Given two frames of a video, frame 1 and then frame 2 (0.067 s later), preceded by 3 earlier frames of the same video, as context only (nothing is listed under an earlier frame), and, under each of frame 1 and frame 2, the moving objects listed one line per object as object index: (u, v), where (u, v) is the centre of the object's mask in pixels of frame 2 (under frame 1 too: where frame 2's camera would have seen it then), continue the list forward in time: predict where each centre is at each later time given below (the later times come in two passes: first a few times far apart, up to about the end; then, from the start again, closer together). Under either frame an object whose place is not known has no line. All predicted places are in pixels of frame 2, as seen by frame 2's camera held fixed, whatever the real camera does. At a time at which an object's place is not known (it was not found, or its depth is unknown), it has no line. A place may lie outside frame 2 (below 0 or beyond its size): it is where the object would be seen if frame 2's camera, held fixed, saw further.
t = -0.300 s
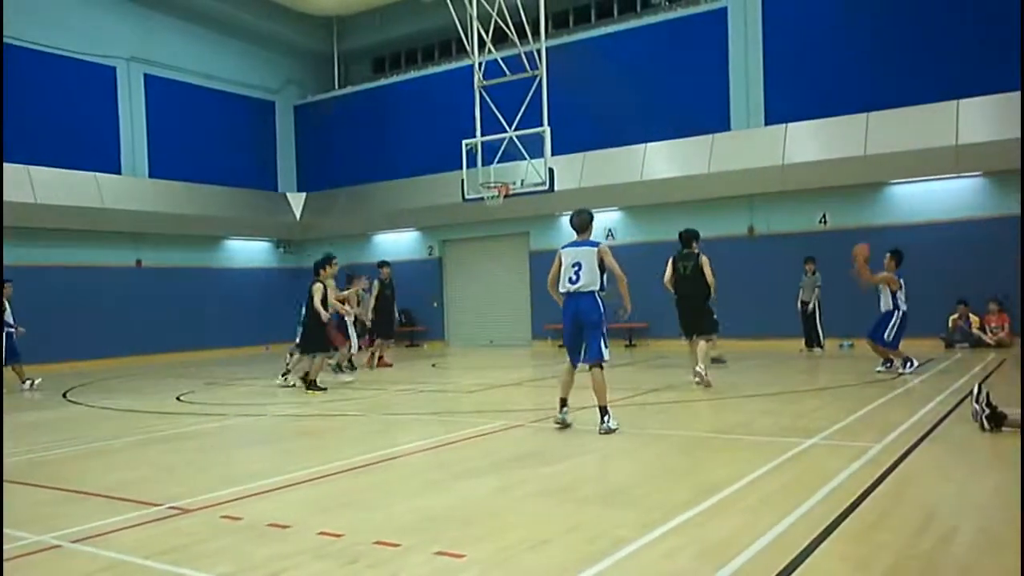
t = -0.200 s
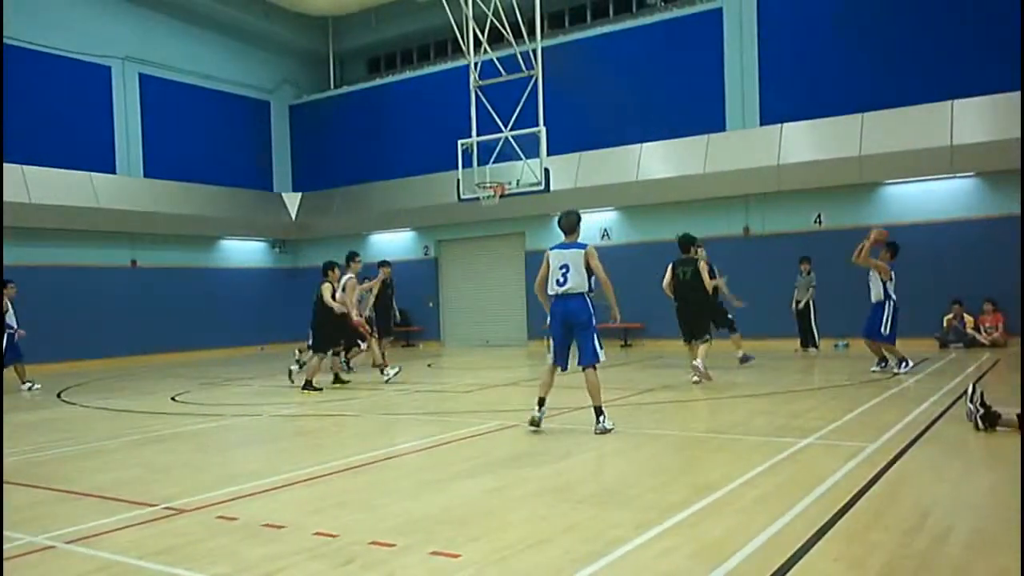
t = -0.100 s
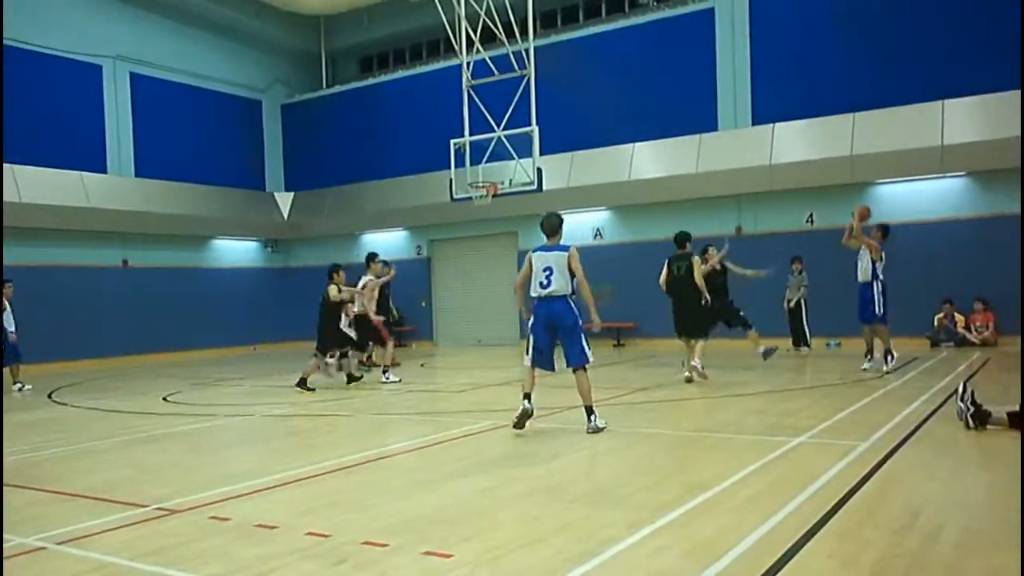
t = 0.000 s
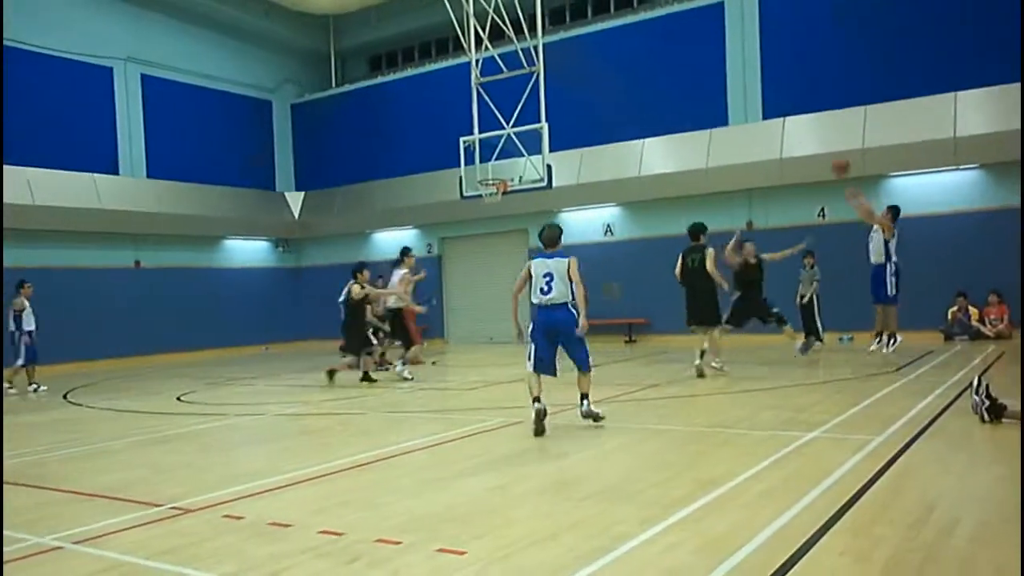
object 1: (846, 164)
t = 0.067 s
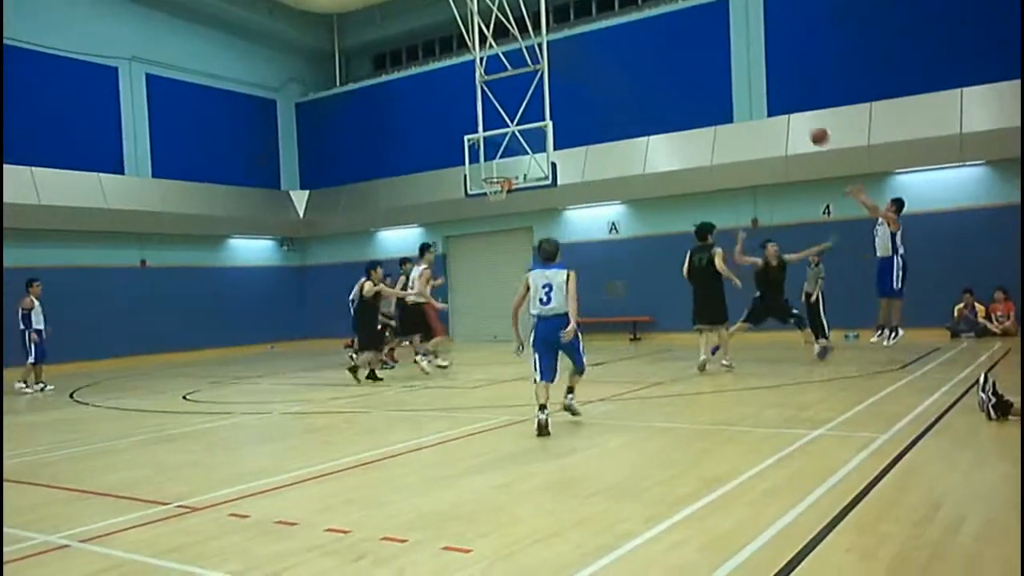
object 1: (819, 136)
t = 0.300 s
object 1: (734, 75)
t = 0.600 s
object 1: (645, 58)
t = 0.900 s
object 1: (571, 96)
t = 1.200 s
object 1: (514, 173)
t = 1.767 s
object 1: (550, 158)
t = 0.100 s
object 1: (806, 124)
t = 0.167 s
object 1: (780, 104)
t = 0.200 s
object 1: (770, 95)
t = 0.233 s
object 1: (758, 88)
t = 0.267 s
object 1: (746, 82)
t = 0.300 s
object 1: (734, 75)
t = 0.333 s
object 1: (724, 70)
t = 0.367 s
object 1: (714, 65)
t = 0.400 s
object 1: (703, 62)
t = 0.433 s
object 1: (693, 59)
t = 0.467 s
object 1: (683, 58)
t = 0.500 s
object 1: (674, 57)
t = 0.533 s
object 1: (665, 56)
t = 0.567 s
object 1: (654, 57)
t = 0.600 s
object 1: (645, 58)
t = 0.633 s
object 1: (636, 60)
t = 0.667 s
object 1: (627, 62)
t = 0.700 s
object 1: (618, 65)
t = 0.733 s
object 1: (610, 68)
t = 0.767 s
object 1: (602, 74)
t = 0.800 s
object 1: (594, 78)
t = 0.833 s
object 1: (586, 84)
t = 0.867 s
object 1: (578, 90)
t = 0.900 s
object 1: (571, 96)
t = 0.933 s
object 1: (564, 103)
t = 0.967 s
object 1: (556, 110)
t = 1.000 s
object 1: (549, 120)
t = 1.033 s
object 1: (543, 127)
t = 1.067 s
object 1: (533, 136)
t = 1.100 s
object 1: (530, 147)
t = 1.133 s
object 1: (521, 158)
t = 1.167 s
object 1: (516, 168)
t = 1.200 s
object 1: (514, 173)
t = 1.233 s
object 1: (522, 166)
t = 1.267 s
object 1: (525, 160)
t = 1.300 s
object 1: (527, 155)
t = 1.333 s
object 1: (529, 150)
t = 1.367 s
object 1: (530, 147)
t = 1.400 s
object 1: (530, 144)
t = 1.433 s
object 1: (531, 141)
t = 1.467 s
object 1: (532, 139)
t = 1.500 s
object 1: (534, 138)
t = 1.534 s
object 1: (534, 137)
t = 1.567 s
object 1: (537, 138)
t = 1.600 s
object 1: (540, 139)
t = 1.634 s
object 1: (542, 141)
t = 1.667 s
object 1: (544, 143)
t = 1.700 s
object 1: (545, 148)
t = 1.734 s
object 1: (547, 153)
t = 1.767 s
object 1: (550, 158)
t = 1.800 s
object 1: (552, 163)
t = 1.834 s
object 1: (555, 170)
